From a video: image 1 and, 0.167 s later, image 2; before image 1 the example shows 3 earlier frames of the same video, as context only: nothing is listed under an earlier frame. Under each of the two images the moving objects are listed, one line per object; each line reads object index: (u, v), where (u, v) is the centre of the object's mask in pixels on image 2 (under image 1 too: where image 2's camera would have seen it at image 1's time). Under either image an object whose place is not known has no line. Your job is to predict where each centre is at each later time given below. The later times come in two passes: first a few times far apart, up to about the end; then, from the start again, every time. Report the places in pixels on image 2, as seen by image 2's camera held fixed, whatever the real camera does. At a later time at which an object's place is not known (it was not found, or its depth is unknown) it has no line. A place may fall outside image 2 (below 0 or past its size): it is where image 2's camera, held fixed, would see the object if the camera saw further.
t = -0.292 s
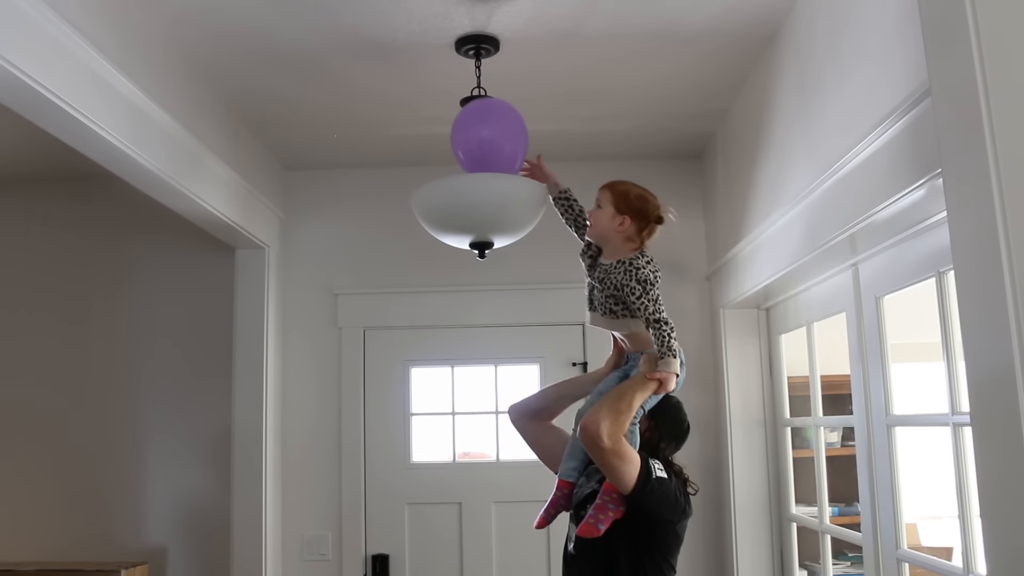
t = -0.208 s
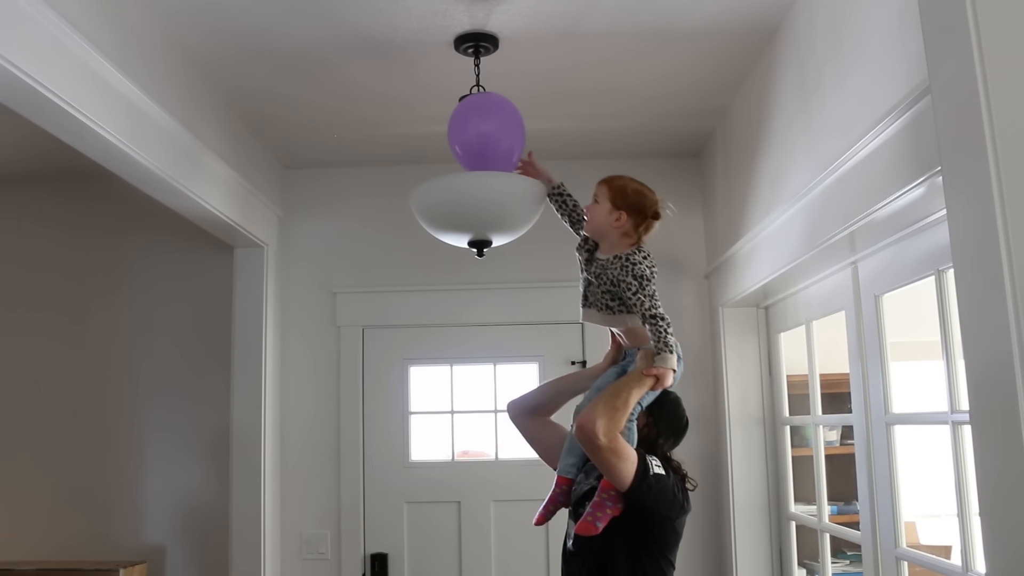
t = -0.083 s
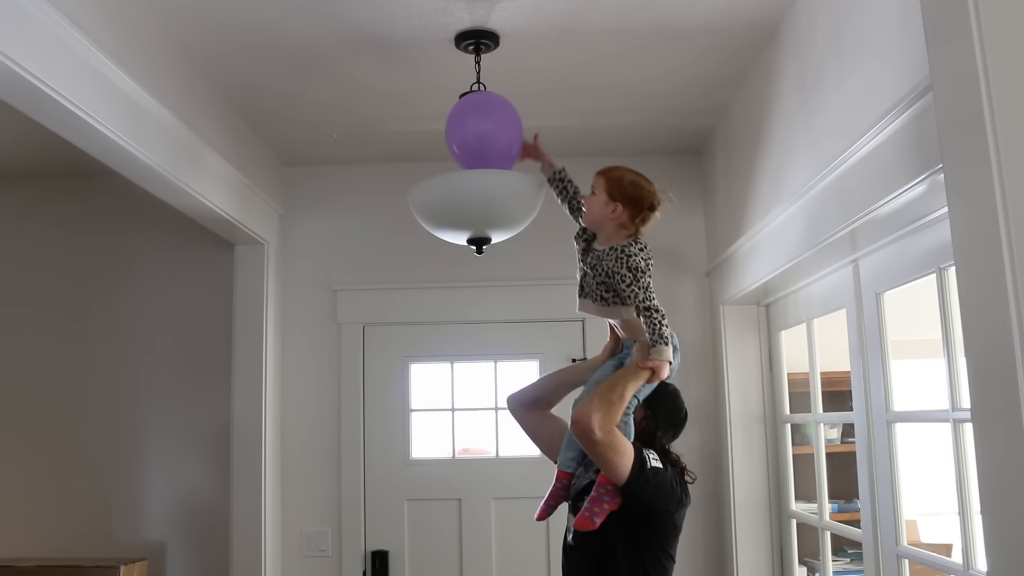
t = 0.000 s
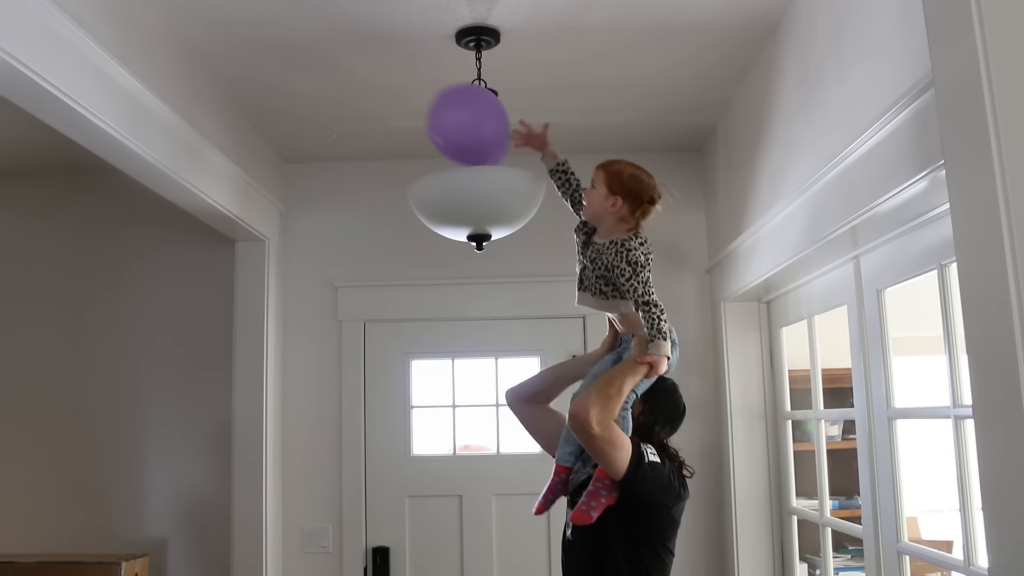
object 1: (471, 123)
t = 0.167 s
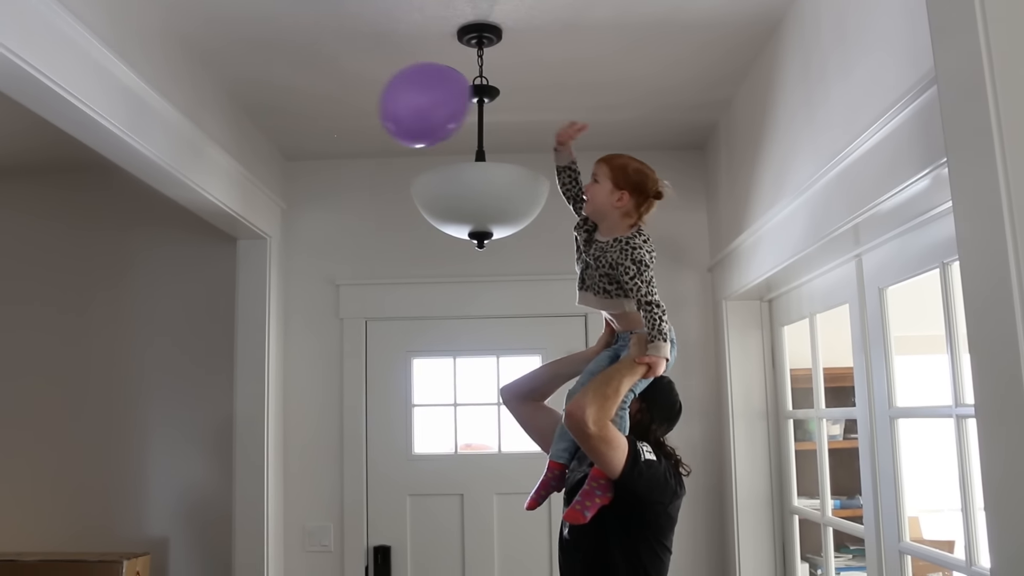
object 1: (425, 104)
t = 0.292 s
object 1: (391, 100)
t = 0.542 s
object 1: (327, 124)
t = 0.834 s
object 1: (261, 217)
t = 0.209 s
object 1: (413, 102)
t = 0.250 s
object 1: (402, 100)
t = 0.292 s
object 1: (391, 100)
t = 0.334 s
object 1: (379, 102)
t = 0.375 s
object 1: (368, 105)
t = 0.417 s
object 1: (357, 109)
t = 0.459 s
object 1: (347, 113)
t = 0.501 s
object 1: (337, 118)
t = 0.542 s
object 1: (327, 124)
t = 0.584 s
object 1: (317, 132)
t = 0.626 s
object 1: (307, 142)
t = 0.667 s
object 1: (296, 154)
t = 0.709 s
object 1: (287, 168)
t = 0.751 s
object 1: (278, 184)
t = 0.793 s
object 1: (270, 200)
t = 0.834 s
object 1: (261, 217)
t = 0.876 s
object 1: (254, 237)
